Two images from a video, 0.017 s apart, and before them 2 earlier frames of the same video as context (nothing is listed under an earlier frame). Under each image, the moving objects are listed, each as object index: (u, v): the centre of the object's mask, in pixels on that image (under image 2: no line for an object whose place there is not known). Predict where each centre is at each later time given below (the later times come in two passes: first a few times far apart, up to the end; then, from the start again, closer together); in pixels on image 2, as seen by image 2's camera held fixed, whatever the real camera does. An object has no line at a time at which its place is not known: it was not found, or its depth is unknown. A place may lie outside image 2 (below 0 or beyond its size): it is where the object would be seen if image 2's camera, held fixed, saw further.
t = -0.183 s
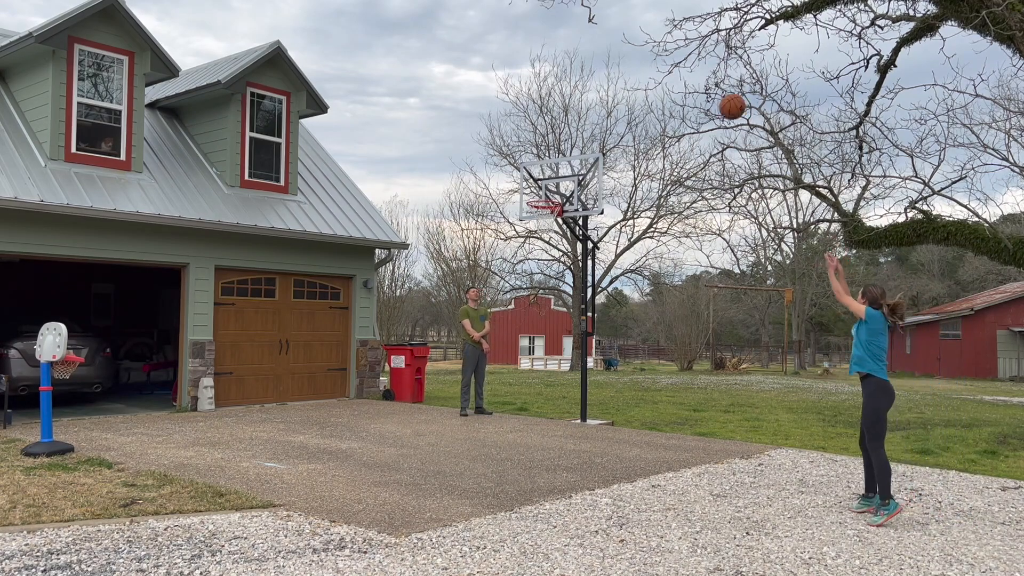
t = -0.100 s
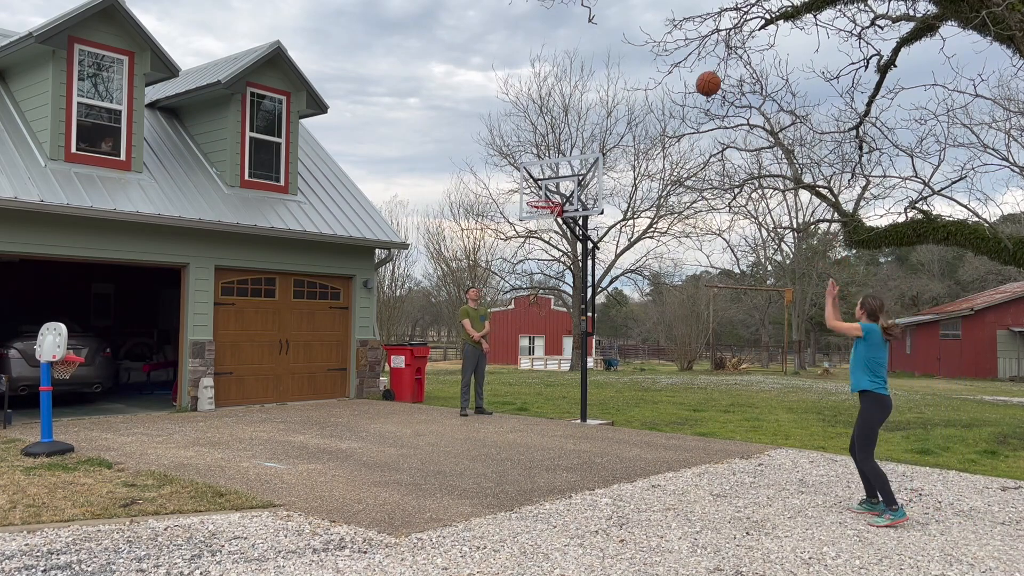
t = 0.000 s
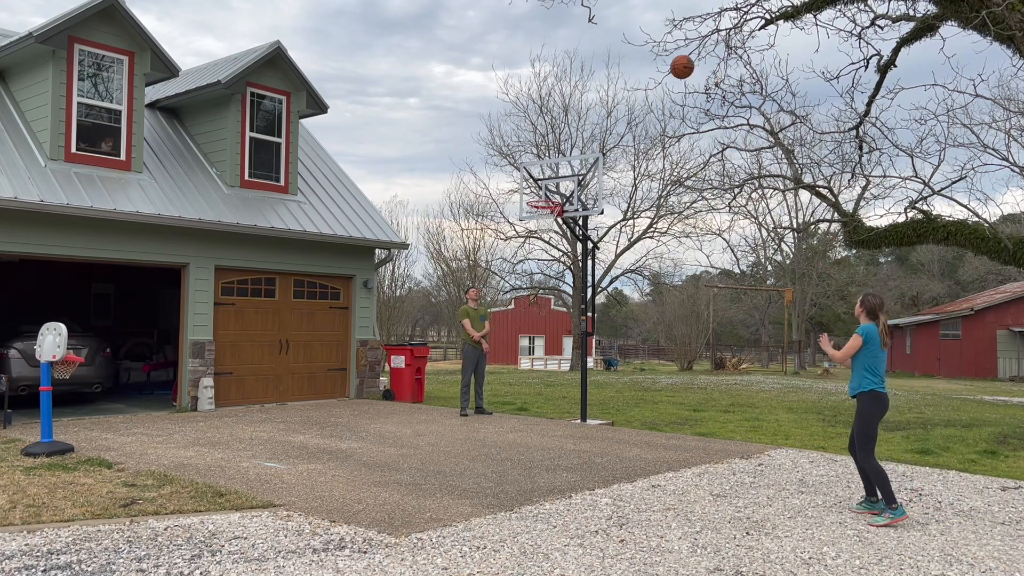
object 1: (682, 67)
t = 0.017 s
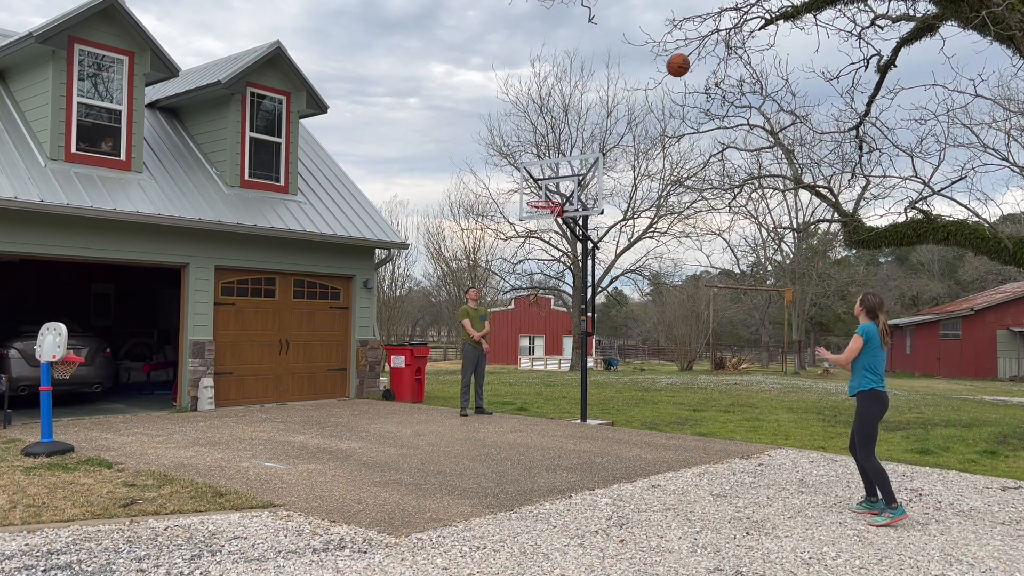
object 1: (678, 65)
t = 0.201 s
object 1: (637, 63)
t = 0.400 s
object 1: (599, 91)
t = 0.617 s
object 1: (564, 151)
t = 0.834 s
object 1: (541, 204)
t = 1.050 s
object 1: (549, 215)
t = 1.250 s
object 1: (549, 227)
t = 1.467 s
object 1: (546, 269)
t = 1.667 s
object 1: (544, 336)
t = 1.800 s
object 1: (542, 397)
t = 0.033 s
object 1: (674, 63)
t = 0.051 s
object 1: (670, 62)
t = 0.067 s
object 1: (666, 62)
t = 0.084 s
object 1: (662, 61)
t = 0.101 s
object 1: (659, 60)
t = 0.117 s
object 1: (655, 60)
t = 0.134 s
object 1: (651, 60)
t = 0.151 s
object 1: (647, 60)
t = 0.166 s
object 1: (644, 61)
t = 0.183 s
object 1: (640, 62)
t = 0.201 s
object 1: (637, 63)
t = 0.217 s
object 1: (634, 64)
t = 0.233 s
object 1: (630, 65)
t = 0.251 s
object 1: (627, 67)
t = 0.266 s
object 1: (624, 69)
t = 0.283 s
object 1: (620, 71)
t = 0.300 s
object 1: (617, 73)
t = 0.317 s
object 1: (614, 76)
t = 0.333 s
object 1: (611, 79)
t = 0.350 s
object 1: (608, 82)
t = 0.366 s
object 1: (605, 85)
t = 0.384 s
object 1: (602, 88)
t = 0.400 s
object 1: (599, 91)
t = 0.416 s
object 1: (596, 95)
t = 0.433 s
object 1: (593, 99)
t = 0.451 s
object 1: (590, 103)
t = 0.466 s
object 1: (588, 107)
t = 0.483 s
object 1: (585, 111)
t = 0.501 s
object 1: (582, 116)
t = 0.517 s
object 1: (579, 120)
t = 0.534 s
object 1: (576, 125)
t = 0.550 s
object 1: (574, 130)
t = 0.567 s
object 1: (571, 135)
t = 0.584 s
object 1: (568, 141)
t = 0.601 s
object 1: (566, 146)
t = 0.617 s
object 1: (564, 151)
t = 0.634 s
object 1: (561, 157)
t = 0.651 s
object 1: (559, 163)
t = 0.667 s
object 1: (556, 169)
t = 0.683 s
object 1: (554, 175)
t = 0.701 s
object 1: (551, 182)
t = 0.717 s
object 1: (549, 188)
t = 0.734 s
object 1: (547, 193)
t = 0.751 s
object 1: (545, 195)
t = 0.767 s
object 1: (545, 196)
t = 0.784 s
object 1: (544, 197)
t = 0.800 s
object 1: (543, 200)
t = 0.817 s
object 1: (542, 202)
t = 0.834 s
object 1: (541, 204)
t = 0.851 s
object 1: (541, 206)
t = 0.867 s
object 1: (541, 206)
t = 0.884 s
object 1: (542, 206)
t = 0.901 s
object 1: (543, 206)
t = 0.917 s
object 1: (543, 207)
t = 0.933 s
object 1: (544, 207)
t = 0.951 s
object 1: (545, 209)
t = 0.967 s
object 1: (546, 209)
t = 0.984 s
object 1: (546, 211)
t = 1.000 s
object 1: (547, 212)
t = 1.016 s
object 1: (548, 213)
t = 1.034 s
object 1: (549, 215)
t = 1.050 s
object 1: (549, 215)
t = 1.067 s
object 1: (550, 215)
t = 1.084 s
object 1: (550, 216)
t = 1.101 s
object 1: (549, 216)
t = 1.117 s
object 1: (550, 217)
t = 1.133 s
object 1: (549, 219)
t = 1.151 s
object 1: (549, 219)
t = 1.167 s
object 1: (549, 220)
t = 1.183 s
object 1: (549, 221)
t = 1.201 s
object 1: (549, 223)
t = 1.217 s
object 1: (549, 224)
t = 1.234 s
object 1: (549, 226)
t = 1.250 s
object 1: (549, 227)
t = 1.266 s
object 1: (549, 230)
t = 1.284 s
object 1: (548, 232)
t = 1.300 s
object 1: (548, 234)
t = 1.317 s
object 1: (548, 237)
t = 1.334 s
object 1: (548, 239)
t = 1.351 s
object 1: (547, 243)
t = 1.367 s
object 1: (548, 246)
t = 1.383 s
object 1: (547, 249)
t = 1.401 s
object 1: (547, 253)
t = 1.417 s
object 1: (547, 256)
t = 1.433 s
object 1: (547, 261)
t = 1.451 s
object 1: (546, 265)
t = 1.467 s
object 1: (546, 269)
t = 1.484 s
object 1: (546, 274)
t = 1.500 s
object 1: (546, 278)
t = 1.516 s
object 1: (546, 283)
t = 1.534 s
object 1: (546, 289)
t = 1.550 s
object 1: (545, 294)
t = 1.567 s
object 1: (545, 299)
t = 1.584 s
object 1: (545, 305)
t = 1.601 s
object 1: (545, 311)
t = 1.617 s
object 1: (545, 317)
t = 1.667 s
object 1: (544, 336)
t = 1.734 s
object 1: (543, 365)
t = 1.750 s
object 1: (542, 373)
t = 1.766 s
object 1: (542, 381)
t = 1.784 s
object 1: (542, 389)
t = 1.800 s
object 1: (542, 397)
